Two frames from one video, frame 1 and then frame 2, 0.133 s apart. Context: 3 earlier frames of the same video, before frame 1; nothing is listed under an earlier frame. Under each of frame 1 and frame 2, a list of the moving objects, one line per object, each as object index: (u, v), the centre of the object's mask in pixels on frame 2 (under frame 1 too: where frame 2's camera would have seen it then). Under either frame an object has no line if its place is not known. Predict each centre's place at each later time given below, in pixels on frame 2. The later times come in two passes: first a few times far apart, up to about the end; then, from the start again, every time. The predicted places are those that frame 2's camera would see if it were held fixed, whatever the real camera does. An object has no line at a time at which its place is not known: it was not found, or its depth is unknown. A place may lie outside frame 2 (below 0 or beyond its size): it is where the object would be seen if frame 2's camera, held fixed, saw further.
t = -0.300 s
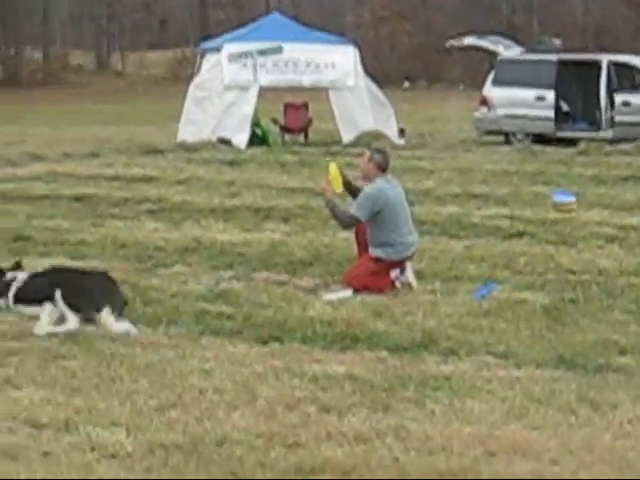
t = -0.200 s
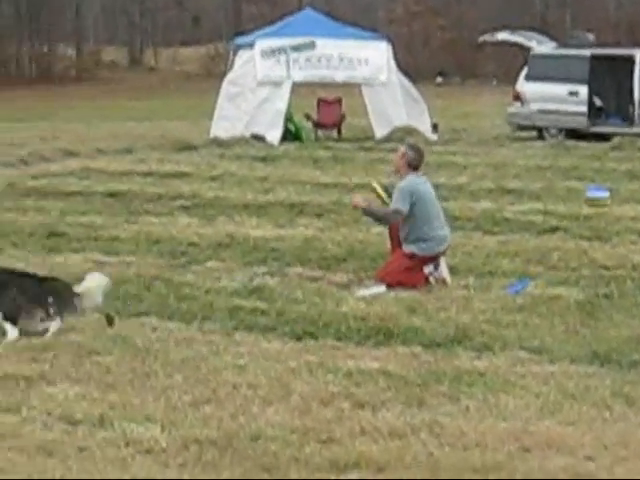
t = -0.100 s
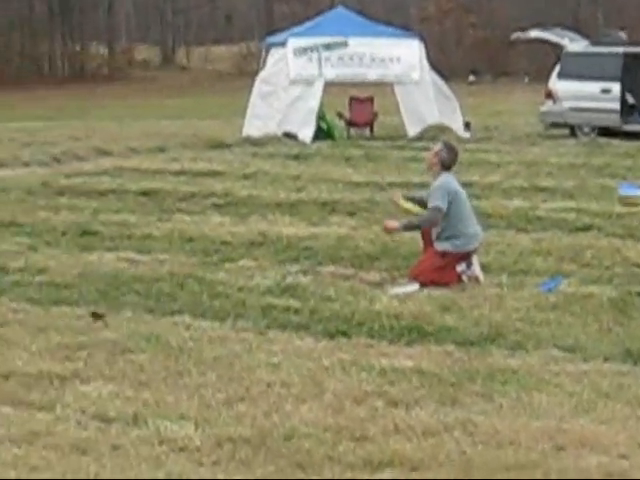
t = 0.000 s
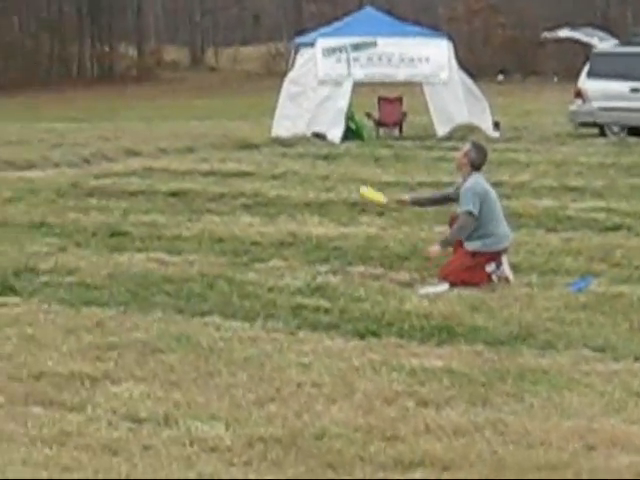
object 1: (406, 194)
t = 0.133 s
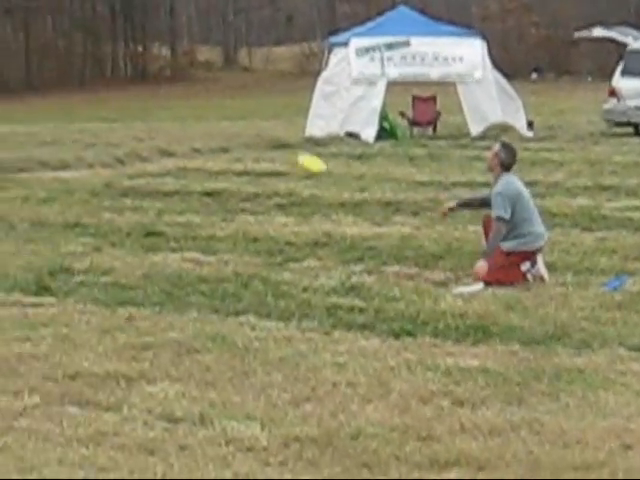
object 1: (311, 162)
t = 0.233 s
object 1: (251, 143)
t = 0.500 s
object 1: (125, 112)
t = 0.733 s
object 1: (42, 111)
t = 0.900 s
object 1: (-7, 124)
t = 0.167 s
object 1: (289, 155)
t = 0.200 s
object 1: (269, 149)
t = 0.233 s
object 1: (251, 143)
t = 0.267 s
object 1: (232, 138)
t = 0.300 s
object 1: (215, 132)
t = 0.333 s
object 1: (198, 128)
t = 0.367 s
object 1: (182, 123)
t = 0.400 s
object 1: (166, 120)
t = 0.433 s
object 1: (152, 118)
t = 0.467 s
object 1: (137, 115)
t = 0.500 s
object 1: (125, 112)
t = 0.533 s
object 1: (111, 111)
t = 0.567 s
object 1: (99, 110)
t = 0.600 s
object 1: (87, 109)
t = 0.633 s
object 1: (75, 109)
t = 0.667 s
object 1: (64, 110)
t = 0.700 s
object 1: (53, 110)
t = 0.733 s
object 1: (42, 111)
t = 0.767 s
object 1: (32, 112)
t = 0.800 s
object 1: (22, 115)
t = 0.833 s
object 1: (13, 117)
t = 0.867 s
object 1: (2, 120)
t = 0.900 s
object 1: (-7, 124)
